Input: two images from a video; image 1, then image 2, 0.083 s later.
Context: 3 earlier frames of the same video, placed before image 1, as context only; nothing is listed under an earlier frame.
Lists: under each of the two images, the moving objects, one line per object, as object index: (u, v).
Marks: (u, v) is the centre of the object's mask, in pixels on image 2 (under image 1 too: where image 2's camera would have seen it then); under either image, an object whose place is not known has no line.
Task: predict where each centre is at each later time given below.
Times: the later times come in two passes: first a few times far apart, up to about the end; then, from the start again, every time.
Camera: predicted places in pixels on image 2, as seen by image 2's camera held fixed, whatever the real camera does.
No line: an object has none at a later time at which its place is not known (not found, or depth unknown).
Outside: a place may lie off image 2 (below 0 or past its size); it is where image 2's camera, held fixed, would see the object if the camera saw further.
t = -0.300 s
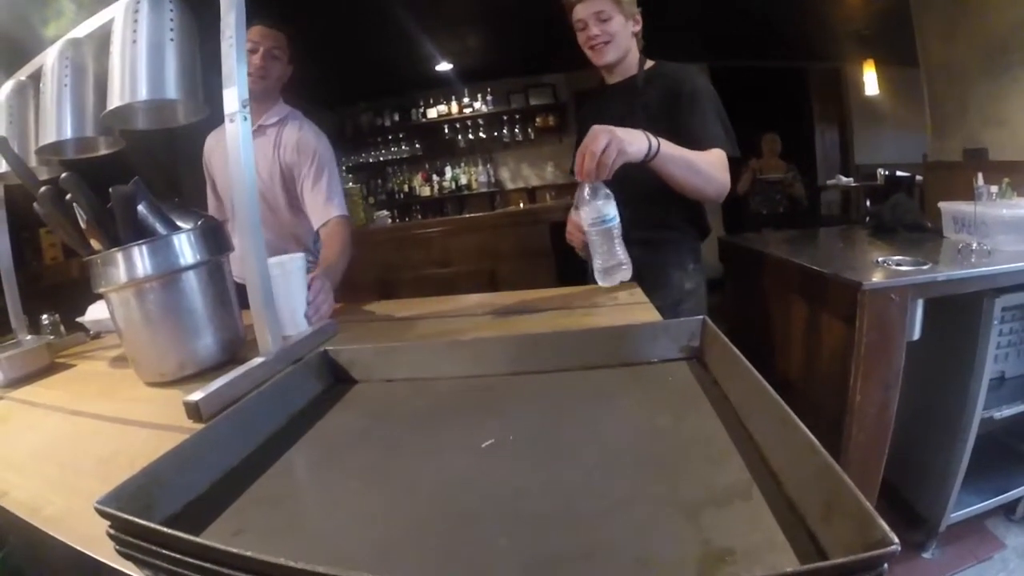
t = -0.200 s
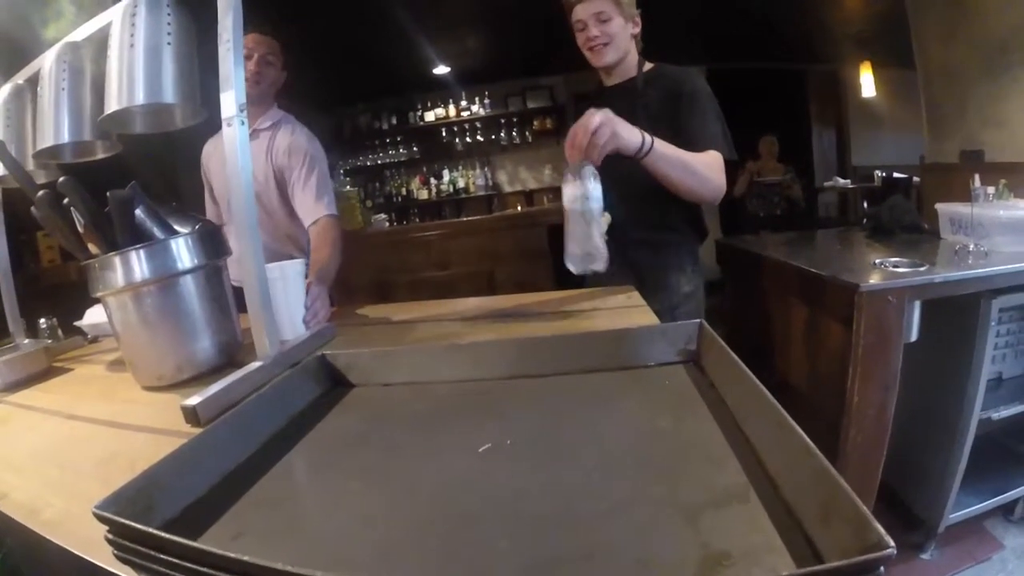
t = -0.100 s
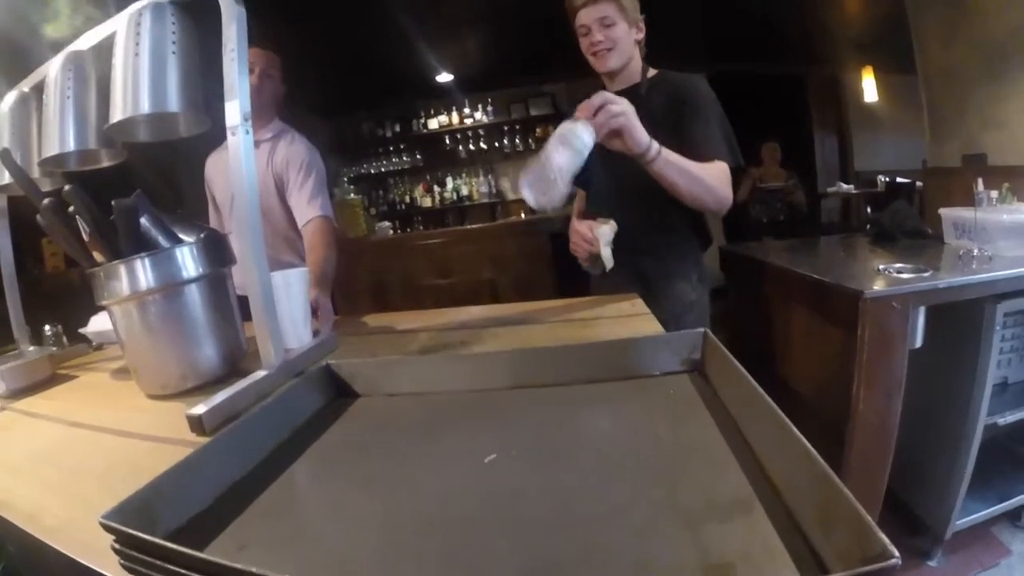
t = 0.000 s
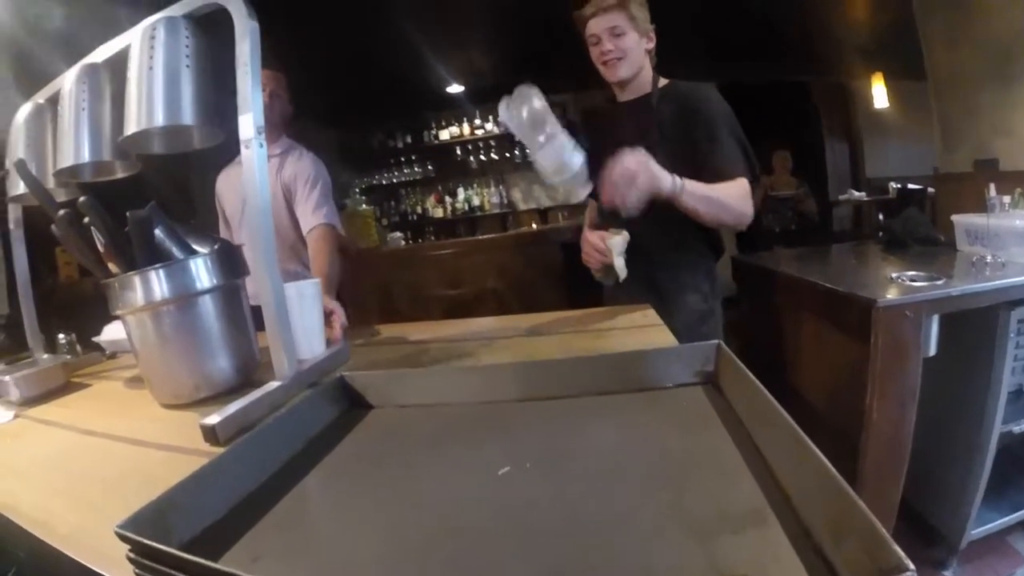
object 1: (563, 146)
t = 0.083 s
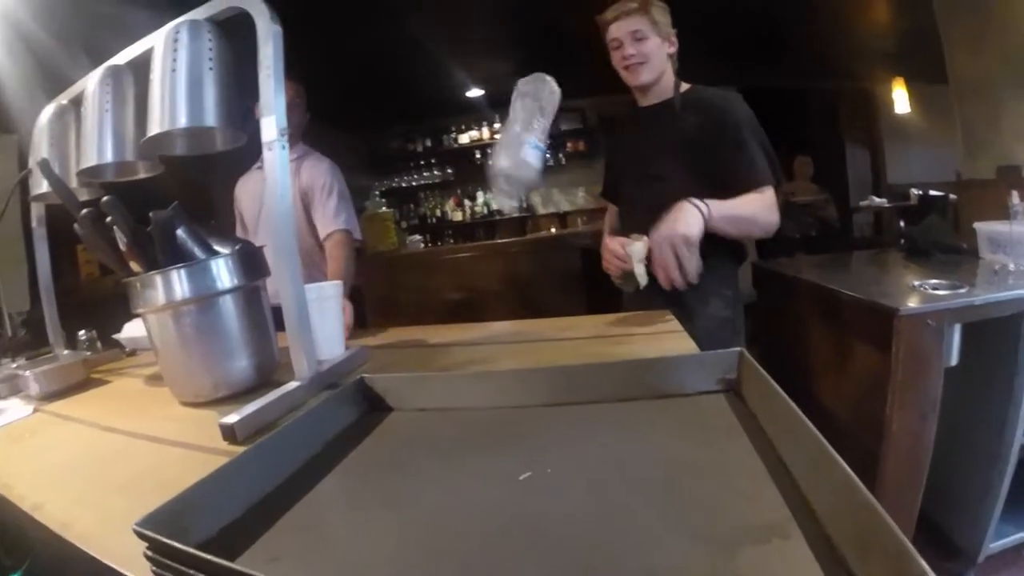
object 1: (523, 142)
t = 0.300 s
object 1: (500, 286)
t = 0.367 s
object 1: (502, 350)
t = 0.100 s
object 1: (514, 138)
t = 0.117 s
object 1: (507, 135)
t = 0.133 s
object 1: (503, 132)
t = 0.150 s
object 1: (501, 135)
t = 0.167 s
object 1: (501, 140)
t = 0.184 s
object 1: (500, 148)
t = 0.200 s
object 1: (498, 159)
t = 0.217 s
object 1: (498, 174)
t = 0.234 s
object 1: (499, 191)
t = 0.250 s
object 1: (500, 213)
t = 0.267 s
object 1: (501, 238)
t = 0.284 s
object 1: (502, 263)
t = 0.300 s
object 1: (500, 286)
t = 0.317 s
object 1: (497, 313)
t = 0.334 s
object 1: (485, 335)
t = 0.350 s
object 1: (492, 348)
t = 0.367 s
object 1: (502, 350)
